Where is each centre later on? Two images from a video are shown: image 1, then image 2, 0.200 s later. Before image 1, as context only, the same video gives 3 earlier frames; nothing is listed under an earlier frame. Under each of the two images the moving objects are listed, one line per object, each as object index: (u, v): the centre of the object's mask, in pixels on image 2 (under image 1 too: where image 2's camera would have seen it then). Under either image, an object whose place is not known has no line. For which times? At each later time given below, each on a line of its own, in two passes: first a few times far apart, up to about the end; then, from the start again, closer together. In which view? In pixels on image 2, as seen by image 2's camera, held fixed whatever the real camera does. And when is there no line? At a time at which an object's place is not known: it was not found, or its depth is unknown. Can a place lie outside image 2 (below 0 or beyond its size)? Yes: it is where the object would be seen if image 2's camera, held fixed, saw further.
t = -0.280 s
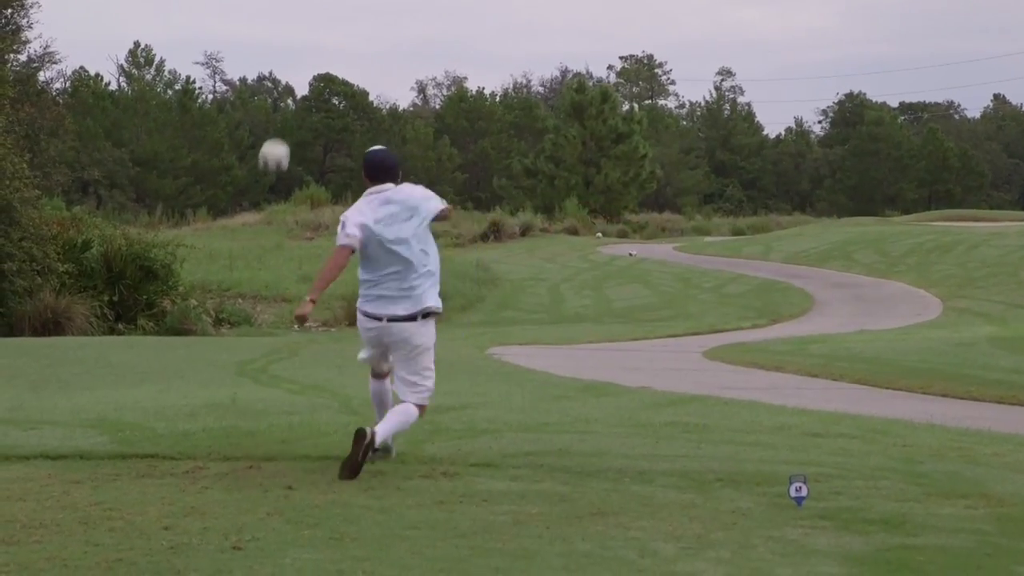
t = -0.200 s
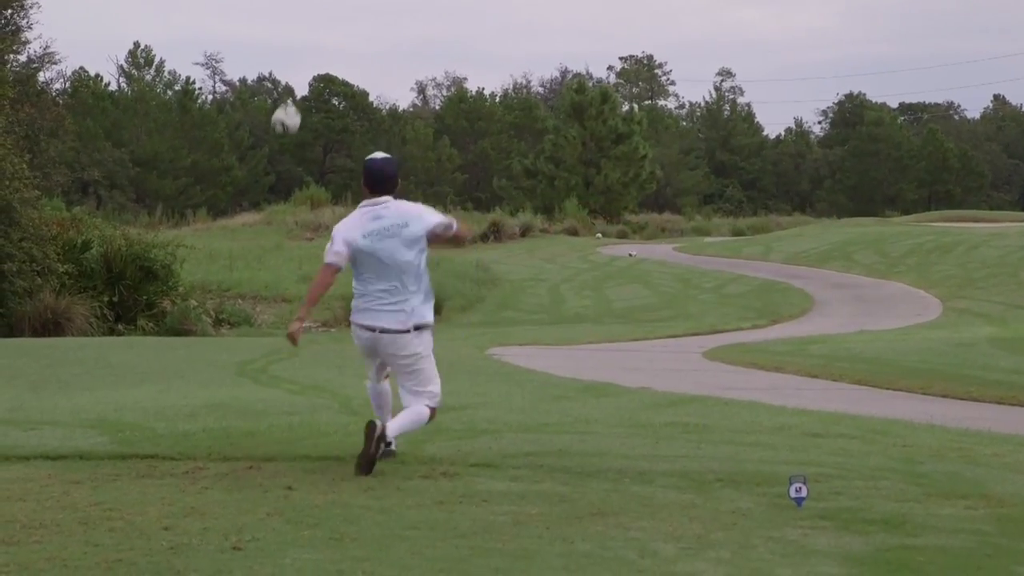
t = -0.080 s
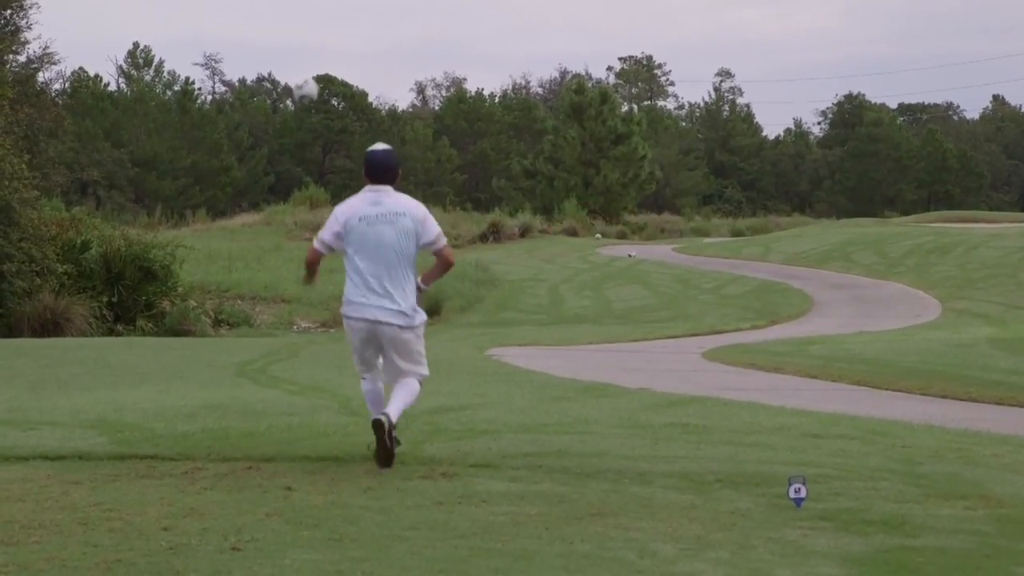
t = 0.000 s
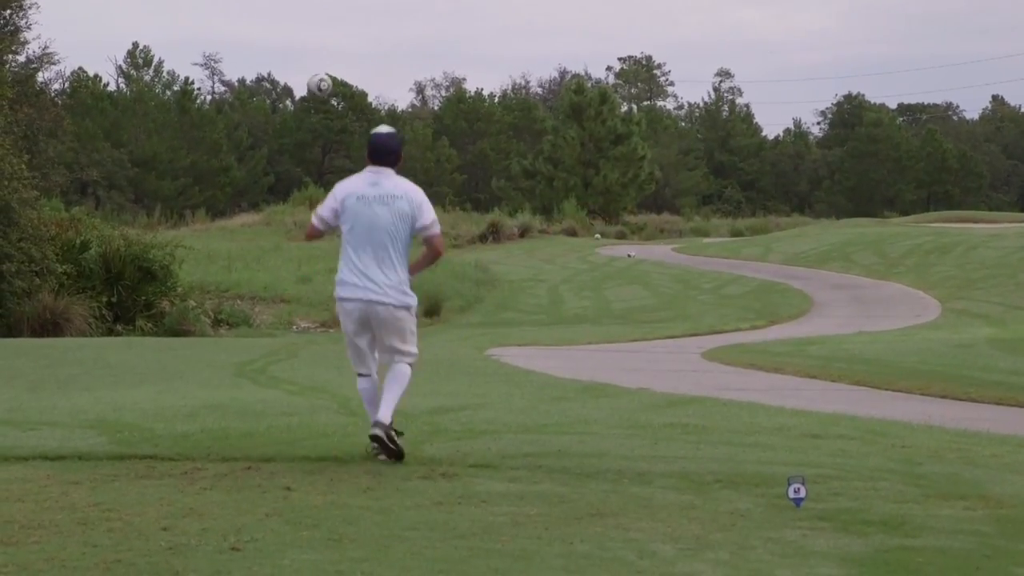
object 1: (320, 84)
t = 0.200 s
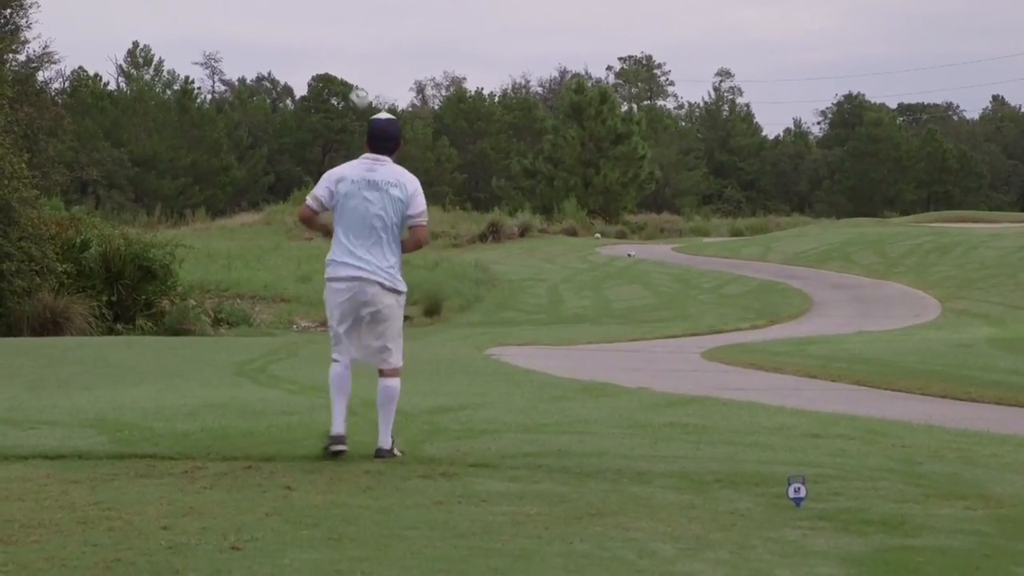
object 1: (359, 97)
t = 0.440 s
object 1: (406, 152)
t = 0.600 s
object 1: (439, 202)
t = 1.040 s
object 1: (522, 302)
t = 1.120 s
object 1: (533, 286)
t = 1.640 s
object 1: (595, 290)
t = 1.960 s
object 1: (618, 263)
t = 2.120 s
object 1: (627, 259)
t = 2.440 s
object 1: (644, 275)
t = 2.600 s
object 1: (650, 268)
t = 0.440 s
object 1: (406, 152)
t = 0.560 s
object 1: (431, 189)
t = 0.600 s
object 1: (439, 202)
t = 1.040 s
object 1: (522, 302)
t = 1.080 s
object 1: (527, 293)
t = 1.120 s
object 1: (533, 286)
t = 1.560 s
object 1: (586, 279)
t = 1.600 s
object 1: (591, 284)
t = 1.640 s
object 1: (595, 290)
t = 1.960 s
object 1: (618, 263)
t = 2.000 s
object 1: (620, 261)
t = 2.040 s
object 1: (622, 260)
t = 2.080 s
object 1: (625, 259)
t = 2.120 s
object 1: (627, 259)
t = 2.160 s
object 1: (630, 260)
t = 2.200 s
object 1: (632, 262)
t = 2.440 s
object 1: (644, 275)
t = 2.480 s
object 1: (646, 273)
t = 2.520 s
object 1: (647, 270)
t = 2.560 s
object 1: (648, 268)
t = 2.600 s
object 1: (650, 268)
